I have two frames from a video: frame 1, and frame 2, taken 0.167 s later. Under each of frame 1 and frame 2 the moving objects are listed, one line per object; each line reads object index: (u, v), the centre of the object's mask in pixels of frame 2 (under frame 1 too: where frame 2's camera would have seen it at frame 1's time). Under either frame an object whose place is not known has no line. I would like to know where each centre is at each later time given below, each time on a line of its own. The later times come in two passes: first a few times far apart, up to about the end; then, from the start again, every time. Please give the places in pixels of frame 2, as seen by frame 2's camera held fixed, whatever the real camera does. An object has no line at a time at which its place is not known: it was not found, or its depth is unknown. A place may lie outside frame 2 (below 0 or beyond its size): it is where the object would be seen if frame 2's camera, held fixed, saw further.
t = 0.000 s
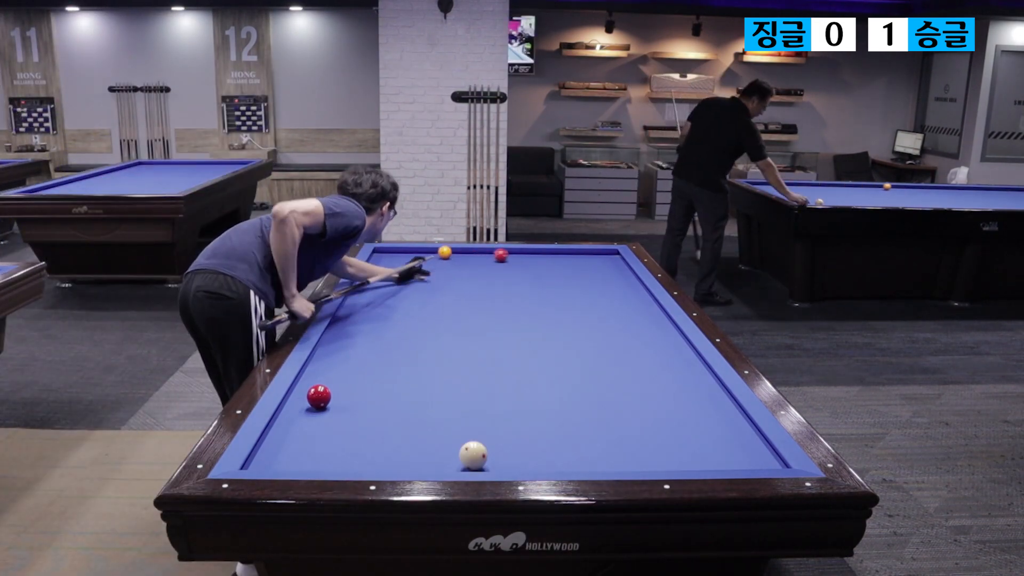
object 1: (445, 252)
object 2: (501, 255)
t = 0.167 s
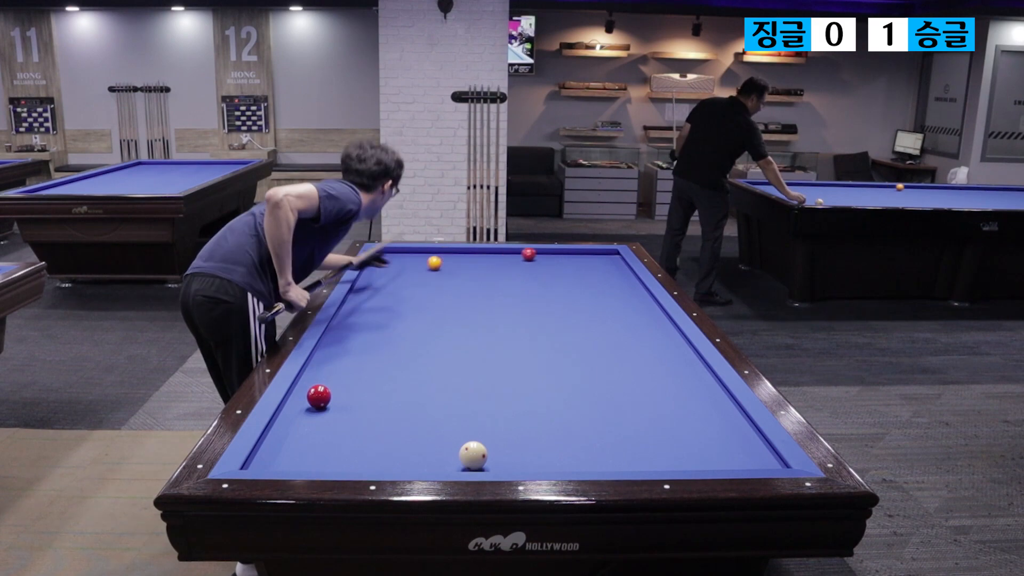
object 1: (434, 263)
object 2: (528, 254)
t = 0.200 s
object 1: (432, 265)
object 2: (534, 254)
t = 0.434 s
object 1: (420, 280)
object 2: (570, 252)
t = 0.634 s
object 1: (410, 292)
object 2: (600, 251)
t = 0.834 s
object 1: (398, 306)
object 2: (600, 251)
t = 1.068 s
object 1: (383, 325)
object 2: (581, 251)
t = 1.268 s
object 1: (368, 343)
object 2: (566, 252)
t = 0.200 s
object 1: (432, 265)
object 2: (534, 254)
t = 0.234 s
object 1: (430, 267)
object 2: (539, 254)
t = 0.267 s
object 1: (428, 270)
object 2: (544, 254)
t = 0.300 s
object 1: (427, 272)
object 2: (549, 253)
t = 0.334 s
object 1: (425, 274)
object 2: (555, 253)
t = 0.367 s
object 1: (423, 276)
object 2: (560, 253)
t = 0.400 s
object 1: (422, 278)
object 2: (565, 253)
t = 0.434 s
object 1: (420, 280)
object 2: (570, 252)
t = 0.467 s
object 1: (418, 282)
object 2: (575, 252)
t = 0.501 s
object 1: (417, 284)
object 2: (580, 252)
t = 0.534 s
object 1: (415, 286)
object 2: (585, 252)
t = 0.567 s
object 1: (413, 288)
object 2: (590, 252)
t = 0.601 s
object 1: (411, 290)
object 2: (595, 251)
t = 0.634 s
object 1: (410, 292)
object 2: (600, 251)
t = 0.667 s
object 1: (408, 295)
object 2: (605, 251)
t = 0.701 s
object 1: (406, 297)
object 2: (610, 251)
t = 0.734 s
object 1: (404, 299)
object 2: (611, 251)
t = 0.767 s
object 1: (402, 301)
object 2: (607, 251)
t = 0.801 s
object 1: (400, 304)
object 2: (603, 251)
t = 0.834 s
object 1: (398, 306)
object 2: (600, 251)
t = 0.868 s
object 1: (396, 309)
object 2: (597, 251)
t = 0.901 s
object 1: (394, 312)
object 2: (594, 251)
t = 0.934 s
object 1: (392, 314)
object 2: (592, 251)
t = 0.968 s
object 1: (389, 317)
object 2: (589, 251)
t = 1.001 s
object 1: (387, 319)
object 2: (587, 251)
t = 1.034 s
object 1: (385, 322)
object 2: (584, 251)
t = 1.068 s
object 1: (383, 325)
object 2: (581, 251)
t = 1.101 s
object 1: (380, 328)
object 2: (579, 251)
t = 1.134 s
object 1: (378, 331)
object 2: (577, 251)
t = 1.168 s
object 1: (375, 334)
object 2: (574, 251)
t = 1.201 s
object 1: (373, 337)
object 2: (572, 251)
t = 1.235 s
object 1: (370, 340)
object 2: (569, 251)
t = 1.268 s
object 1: (368, 343)
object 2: (566, 252)
